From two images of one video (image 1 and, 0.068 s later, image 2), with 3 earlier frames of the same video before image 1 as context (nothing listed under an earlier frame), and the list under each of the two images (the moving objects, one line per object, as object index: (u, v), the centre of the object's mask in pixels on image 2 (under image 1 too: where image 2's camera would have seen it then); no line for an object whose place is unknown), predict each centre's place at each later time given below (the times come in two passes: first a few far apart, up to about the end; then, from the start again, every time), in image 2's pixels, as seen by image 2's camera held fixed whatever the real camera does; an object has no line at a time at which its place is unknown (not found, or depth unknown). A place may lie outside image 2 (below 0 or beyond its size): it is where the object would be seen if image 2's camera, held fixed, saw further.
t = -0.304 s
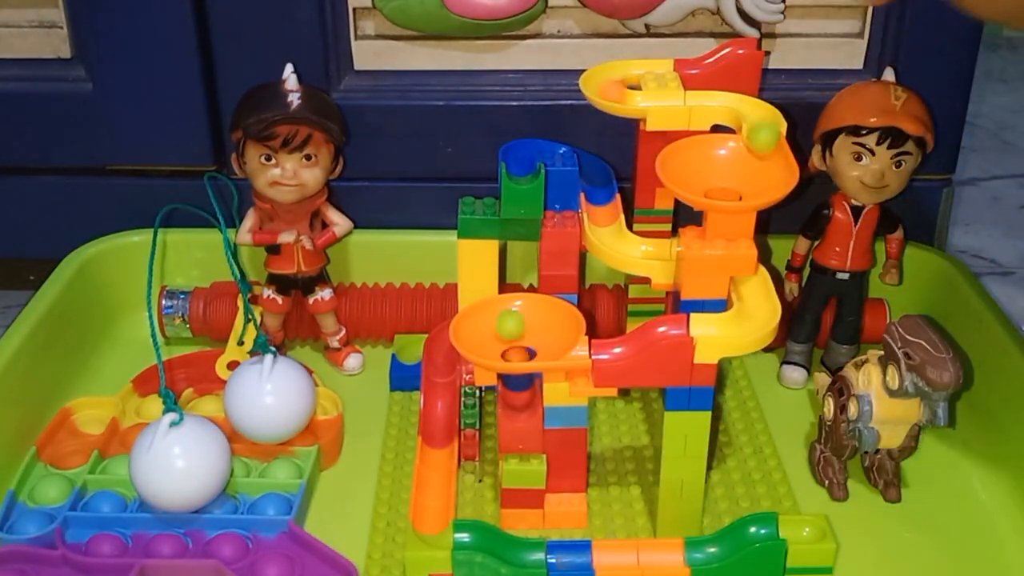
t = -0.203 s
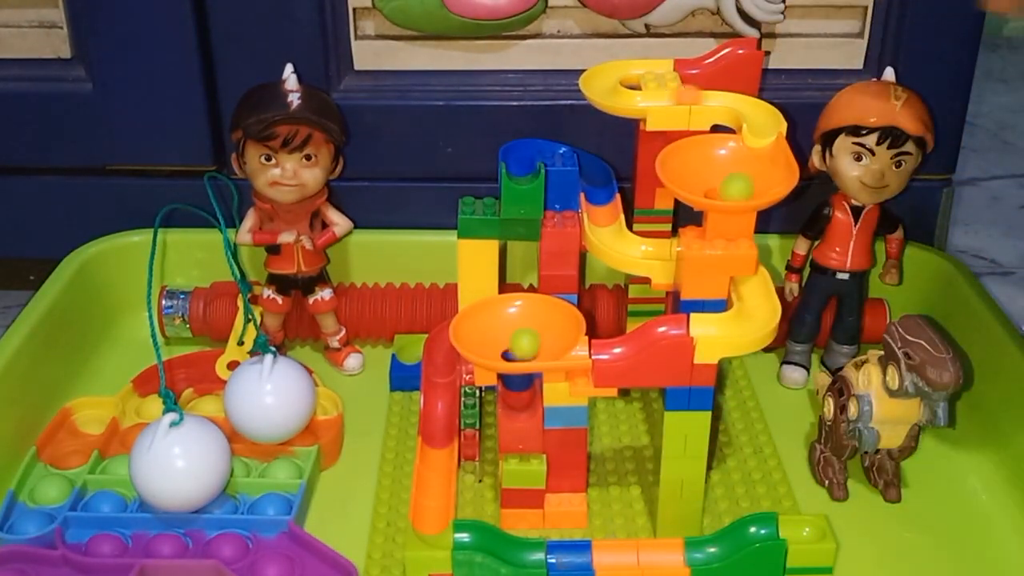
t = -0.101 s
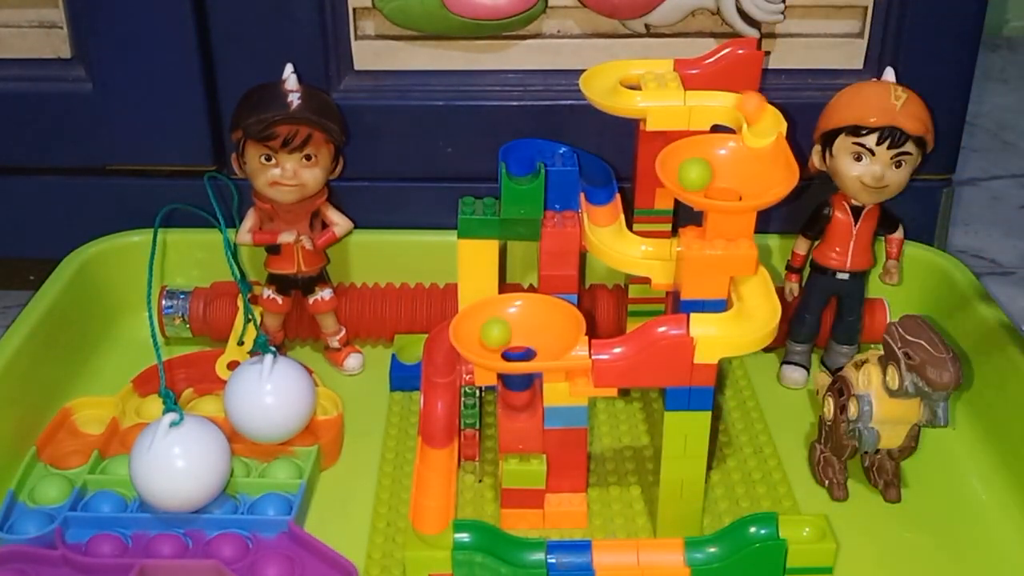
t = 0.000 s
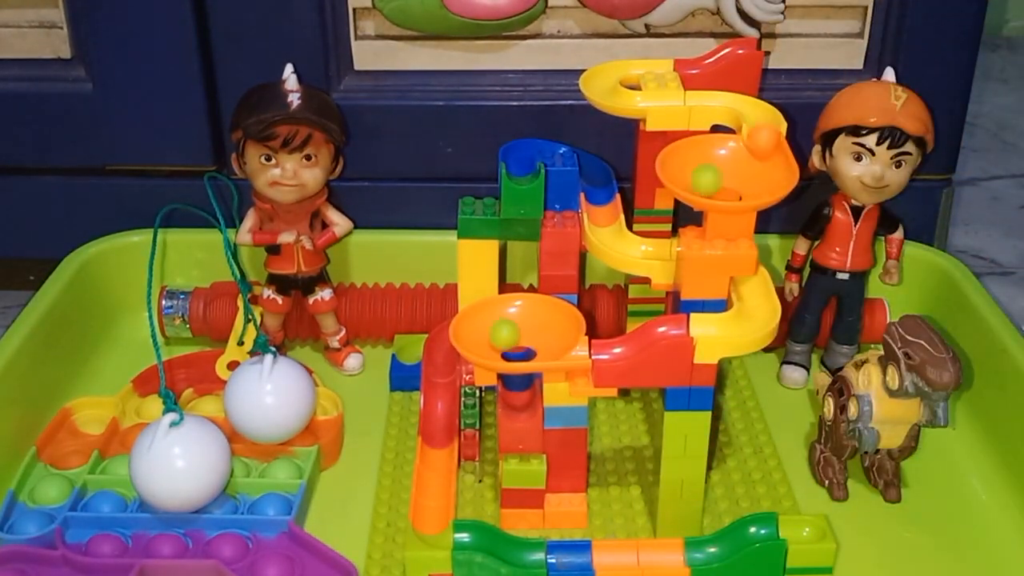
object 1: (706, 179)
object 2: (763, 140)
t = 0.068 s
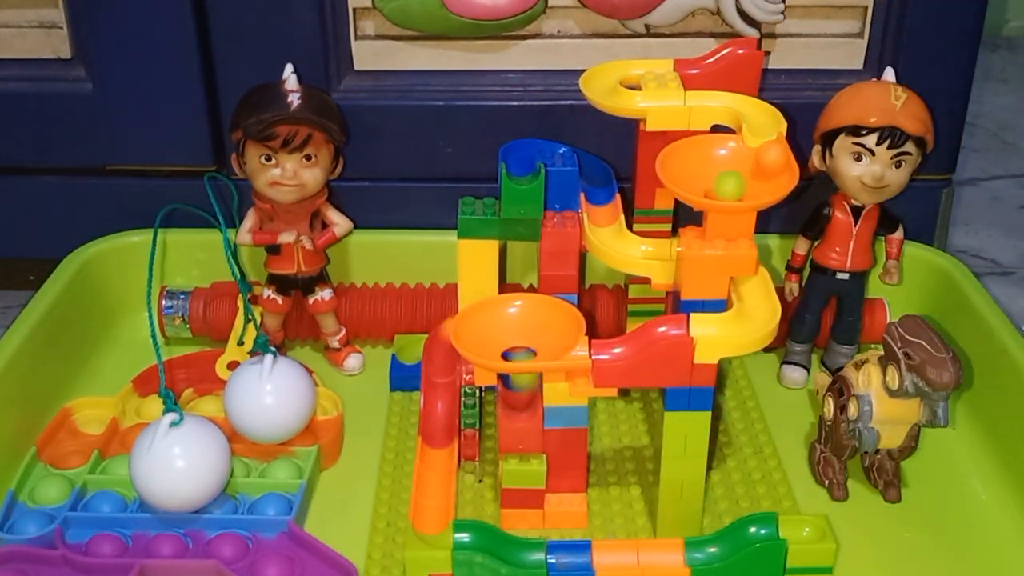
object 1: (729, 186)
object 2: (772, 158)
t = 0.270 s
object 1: (692, 176)
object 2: (719, 189)
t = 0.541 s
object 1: (738, 181)
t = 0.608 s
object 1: (724, 190)
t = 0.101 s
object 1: (718, 186)
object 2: (768, 169)
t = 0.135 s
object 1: (709, 185)
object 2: (755, 184)
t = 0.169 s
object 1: (698, 182)
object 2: (737, 189)
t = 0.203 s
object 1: (689, 178)
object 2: (725, 189)
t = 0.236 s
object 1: (688, 176)
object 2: (720, 189)
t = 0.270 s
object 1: (692, 176)
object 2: (719, 189)
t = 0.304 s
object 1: (703, 174)
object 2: (725, 188)
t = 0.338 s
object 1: (719, 170)
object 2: (734, 187)
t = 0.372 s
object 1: (737, 165)
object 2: (745, 186)
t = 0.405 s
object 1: (751, 164)
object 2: (748, 186)
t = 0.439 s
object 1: (757, 165)
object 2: (747, 186)
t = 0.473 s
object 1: (755, 168)
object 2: (739, 187)
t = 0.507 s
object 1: (748, 175)
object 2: (725, 190)
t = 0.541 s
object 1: (738, 181)
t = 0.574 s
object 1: (726, 189)
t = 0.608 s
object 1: (724, 190)
